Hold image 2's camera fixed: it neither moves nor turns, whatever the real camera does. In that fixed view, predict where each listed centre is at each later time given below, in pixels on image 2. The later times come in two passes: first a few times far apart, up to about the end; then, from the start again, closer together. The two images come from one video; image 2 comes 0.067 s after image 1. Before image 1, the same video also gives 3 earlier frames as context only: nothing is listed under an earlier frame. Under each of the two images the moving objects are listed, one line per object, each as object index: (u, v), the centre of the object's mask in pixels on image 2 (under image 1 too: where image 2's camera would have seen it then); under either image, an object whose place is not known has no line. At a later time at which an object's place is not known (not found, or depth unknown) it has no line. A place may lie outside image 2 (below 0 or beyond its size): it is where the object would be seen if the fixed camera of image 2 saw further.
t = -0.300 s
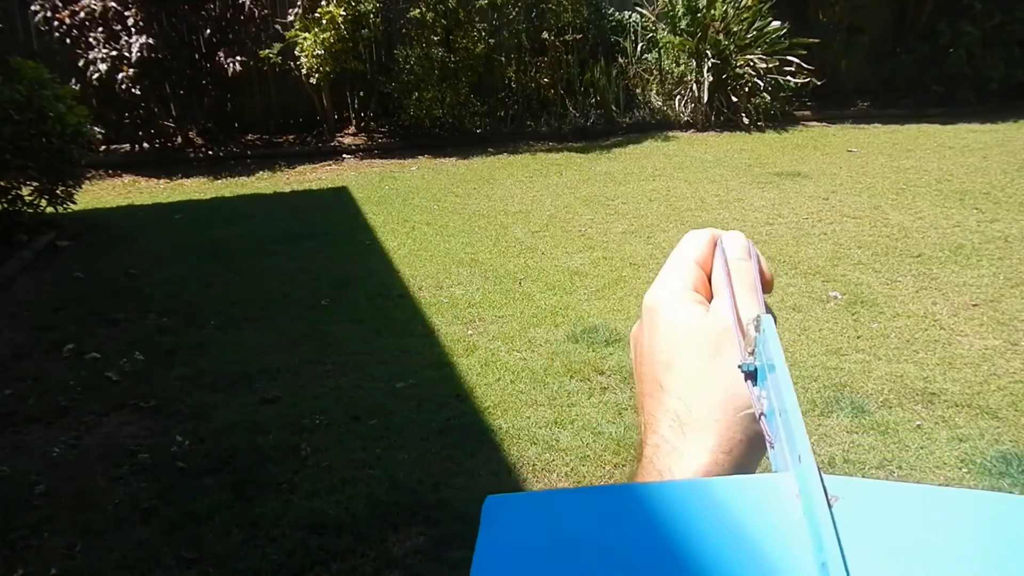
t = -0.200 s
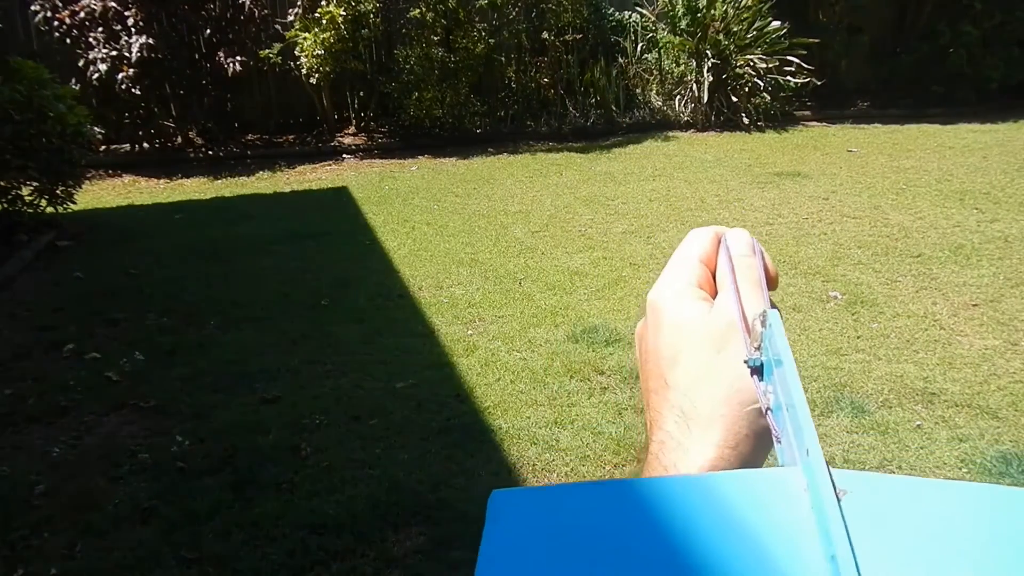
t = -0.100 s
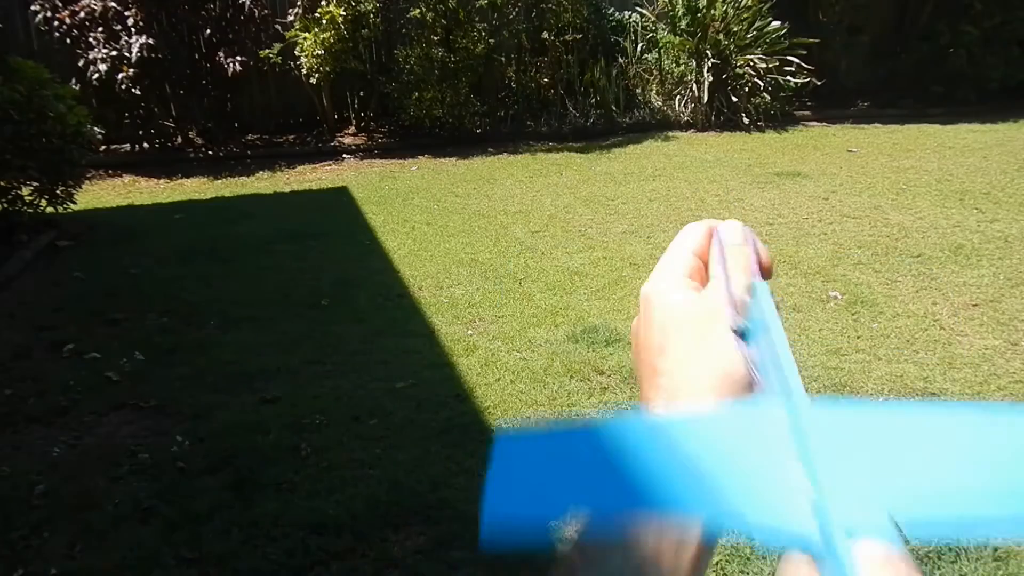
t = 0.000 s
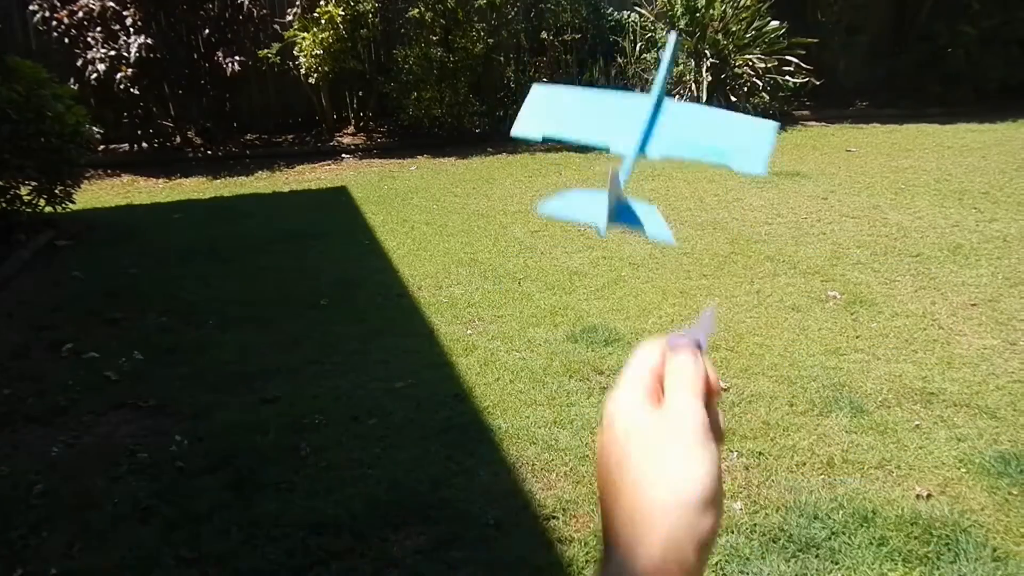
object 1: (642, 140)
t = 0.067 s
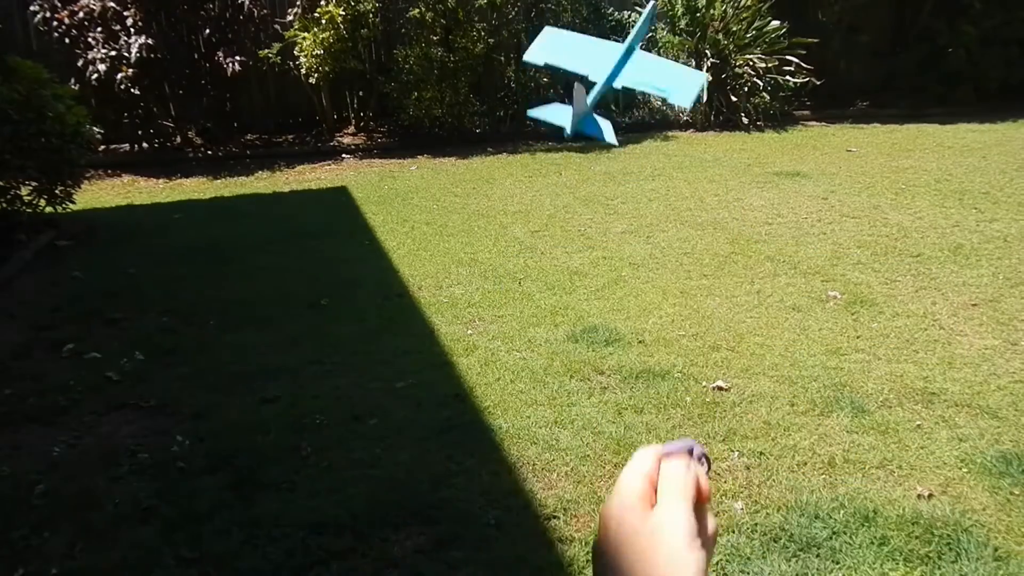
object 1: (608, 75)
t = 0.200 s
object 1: (593, 61)
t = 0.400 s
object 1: (610, 153)
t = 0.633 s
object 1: (618, 318)
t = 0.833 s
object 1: (602, 294)
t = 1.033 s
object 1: (593, 333)
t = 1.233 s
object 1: (593, 334)
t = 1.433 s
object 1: (593, 334)
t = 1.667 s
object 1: (593, 334)
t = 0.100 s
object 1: (601, 61)
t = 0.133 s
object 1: (596, 55)
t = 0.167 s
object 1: (593, 56)
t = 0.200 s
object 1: (593, 61)
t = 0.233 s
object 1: (593, 70)
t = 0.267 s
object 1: (595, 81)
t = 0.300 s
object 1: (599, 96)
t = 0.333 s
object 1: (600, 112)
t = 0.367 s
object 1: (605, 131)
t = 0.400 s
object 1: (610, 153)
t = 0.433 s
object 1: (614, 175)
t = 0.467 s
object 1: (618, 199)
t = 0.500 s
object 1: (620, 225)
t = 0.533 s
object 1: (621, 250)
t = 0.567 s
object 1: (621, 277)
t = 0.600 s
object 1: (620, 303)
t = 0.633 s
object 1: (618, 318)
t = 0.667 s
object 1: (617, 306)
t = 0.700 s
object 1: (615, 298)
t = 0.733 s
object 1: (611, 292)
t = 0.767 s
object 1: (609, 292)
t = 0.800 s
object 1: (606, 291)
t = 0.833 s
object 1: (602, 294)
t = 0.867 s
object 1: (601, 300)
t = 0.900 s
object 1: (599, 310)
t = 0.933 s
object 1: (597, 323)
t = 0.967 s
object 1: (593, 334)
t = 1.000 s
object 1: (593, 334)
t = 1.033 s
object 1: (593, 333)
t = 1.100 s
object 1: (592, 334)
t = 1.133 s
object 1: (592, 334)
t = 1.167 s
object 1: (593, 334)
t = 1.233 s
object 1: (593, 334)
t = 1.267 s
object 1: (593, 334)
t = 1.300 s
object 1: (593, 334)
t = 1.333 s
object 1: (592, 334)
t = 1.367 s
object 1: (592, 334)
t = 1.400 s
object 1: (592, 334)
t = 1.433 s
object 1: (593, 334)
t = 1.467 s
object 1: (593, 334)
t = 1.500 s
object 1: (592, 334)
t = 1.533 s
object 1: (593, 334)
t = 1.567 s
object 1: (592, 334)
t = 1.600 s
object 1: (593, 334)
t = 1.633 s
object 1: (592, 334)
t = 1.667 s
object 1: (593, 334)
